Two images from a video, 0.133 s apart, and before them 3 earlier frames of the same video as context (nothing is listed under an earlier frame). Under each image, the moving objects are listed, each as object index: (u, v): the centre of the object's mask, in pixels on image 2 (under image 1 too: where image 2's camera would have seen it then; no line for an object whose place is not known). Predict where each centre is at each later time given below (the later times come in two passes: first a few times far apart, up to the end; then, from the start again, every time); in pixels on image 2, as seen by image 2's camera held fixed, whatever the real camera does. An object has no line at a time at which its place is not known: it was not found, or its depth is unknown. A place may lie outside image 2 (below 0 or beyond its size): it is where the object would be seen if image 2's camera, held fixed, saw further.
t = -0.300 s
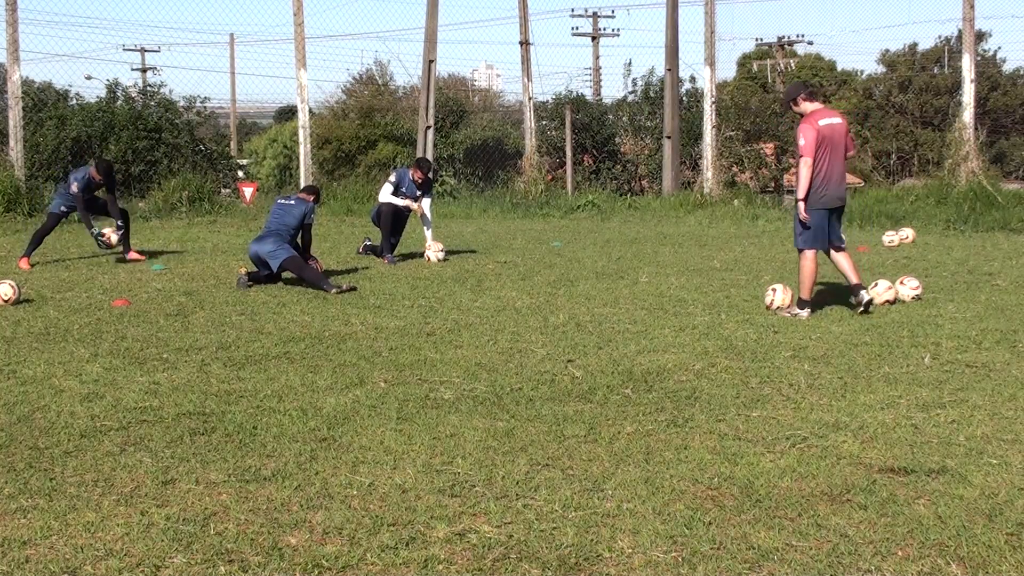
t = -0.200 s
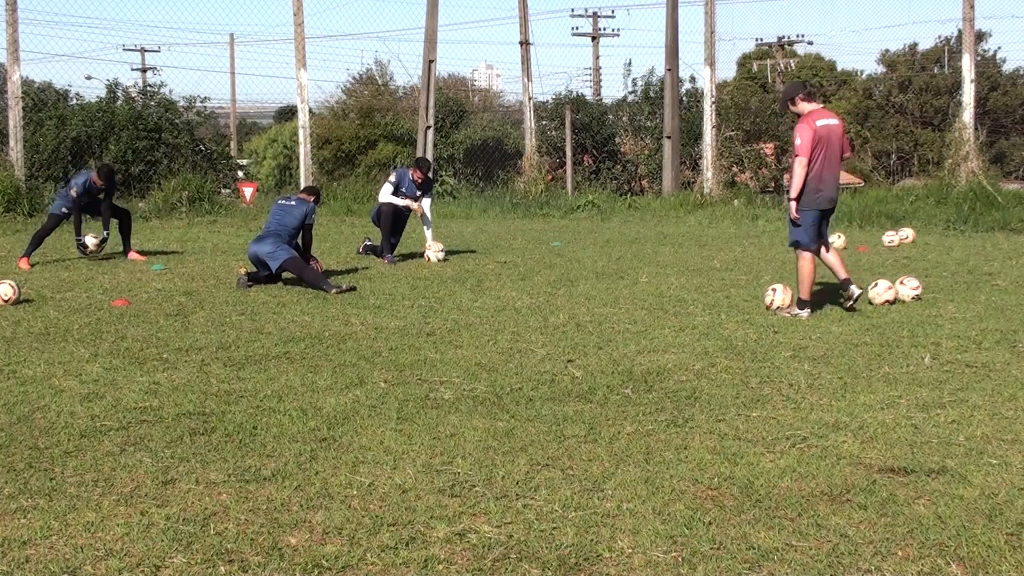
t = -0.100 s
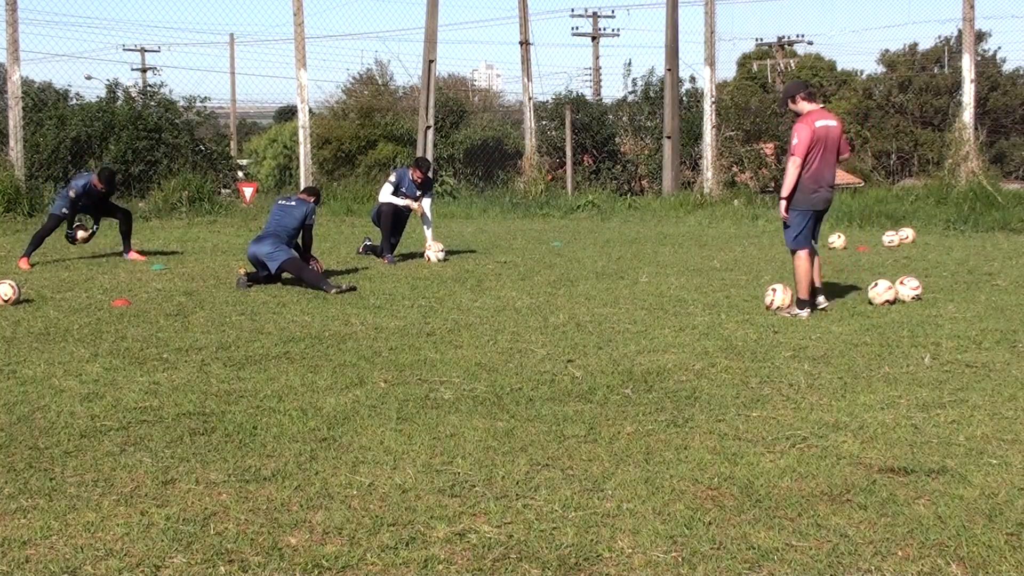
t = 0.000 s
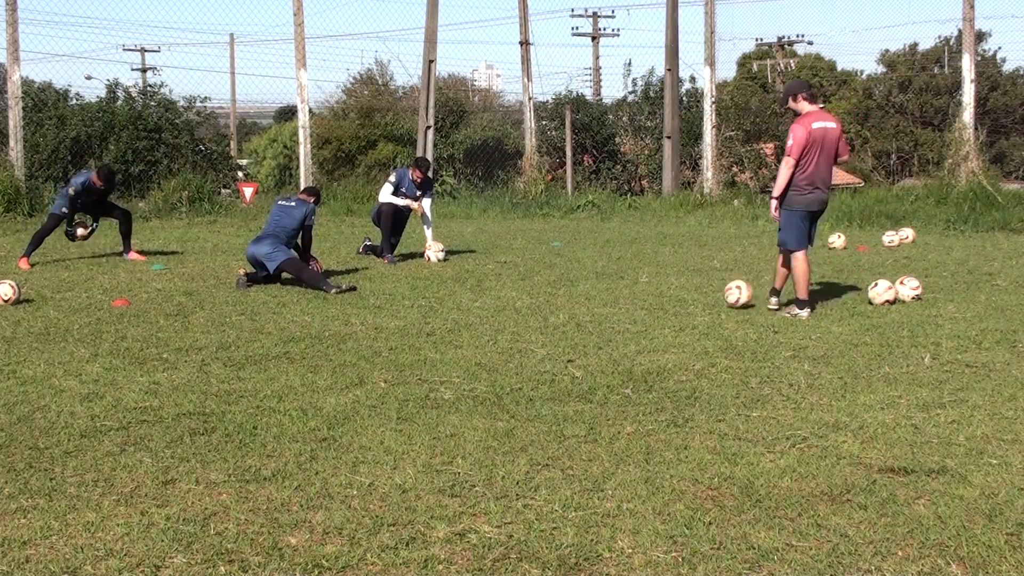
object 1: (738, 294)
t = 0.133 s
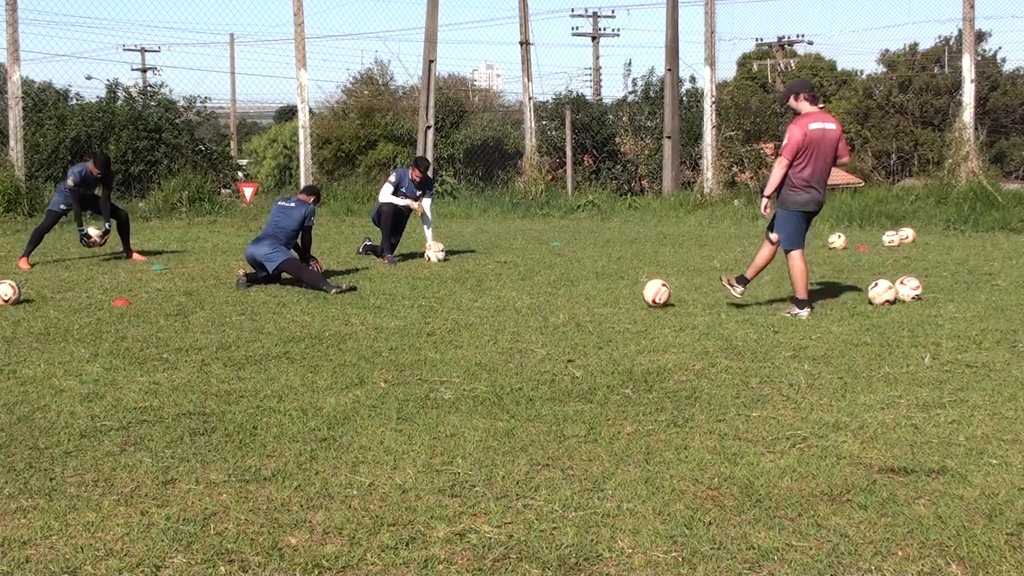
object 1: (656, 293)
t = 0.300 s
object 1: (582, 283)
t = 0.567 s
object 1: (485, 286)
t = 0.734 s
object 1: (434, 290)
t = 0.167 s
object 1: (642, 288)
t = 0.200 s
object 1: (627, 285)
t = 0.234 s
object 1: (611, 282)
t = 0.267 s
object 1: (596, 282)
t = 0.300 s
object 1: (582, 283)
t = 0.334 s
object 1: (567, 285)
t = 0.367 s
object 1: (553, 289)
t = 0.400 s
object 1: (539, 293)
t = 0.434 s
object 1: (526, 294)
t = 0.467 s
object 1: (516, 290)
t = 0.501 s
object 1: (505, 287)
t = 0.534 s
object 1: (495, 286)
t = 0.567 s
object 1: (485, 286)
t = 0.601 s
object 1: (474, 286)
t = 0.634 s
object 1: (464, 290)
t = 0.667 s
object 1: (454, 293)
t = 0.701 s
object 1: (444, 292)
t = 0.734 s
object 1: (434, 290)
